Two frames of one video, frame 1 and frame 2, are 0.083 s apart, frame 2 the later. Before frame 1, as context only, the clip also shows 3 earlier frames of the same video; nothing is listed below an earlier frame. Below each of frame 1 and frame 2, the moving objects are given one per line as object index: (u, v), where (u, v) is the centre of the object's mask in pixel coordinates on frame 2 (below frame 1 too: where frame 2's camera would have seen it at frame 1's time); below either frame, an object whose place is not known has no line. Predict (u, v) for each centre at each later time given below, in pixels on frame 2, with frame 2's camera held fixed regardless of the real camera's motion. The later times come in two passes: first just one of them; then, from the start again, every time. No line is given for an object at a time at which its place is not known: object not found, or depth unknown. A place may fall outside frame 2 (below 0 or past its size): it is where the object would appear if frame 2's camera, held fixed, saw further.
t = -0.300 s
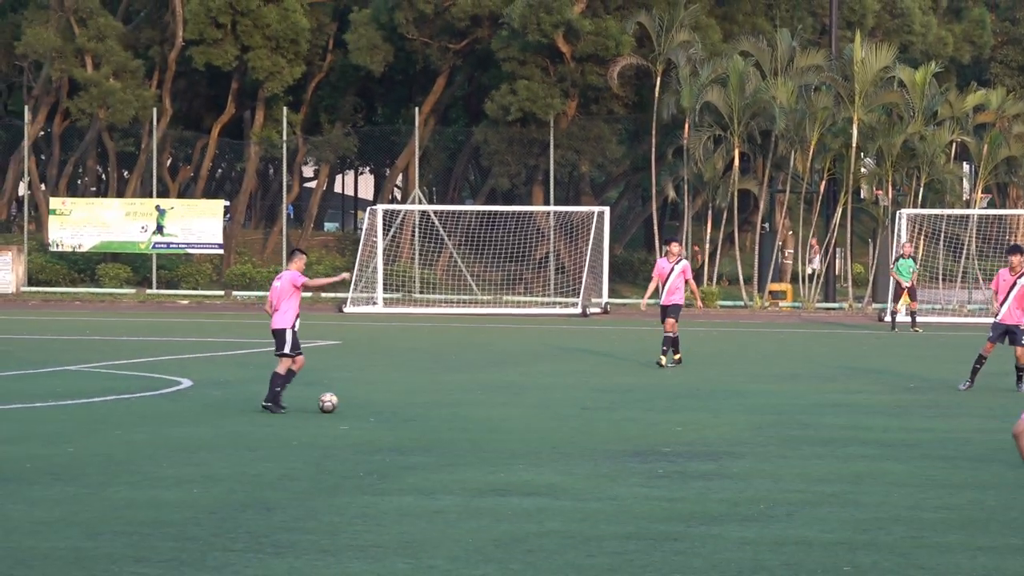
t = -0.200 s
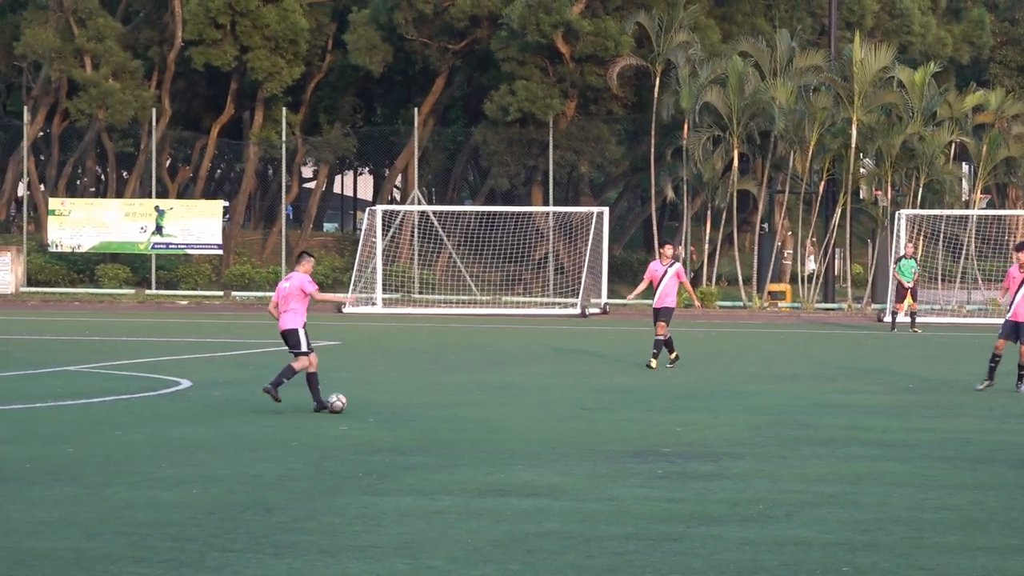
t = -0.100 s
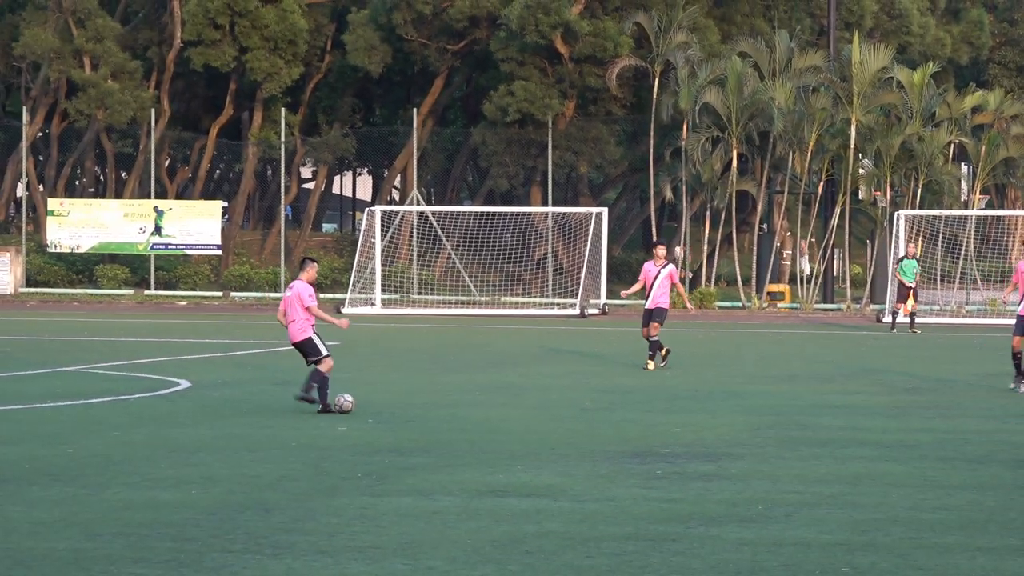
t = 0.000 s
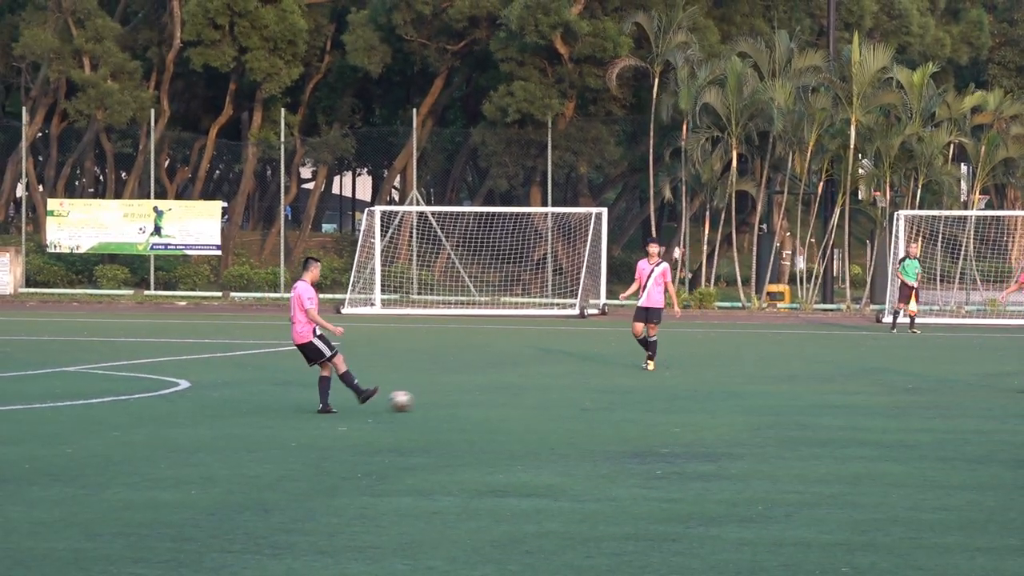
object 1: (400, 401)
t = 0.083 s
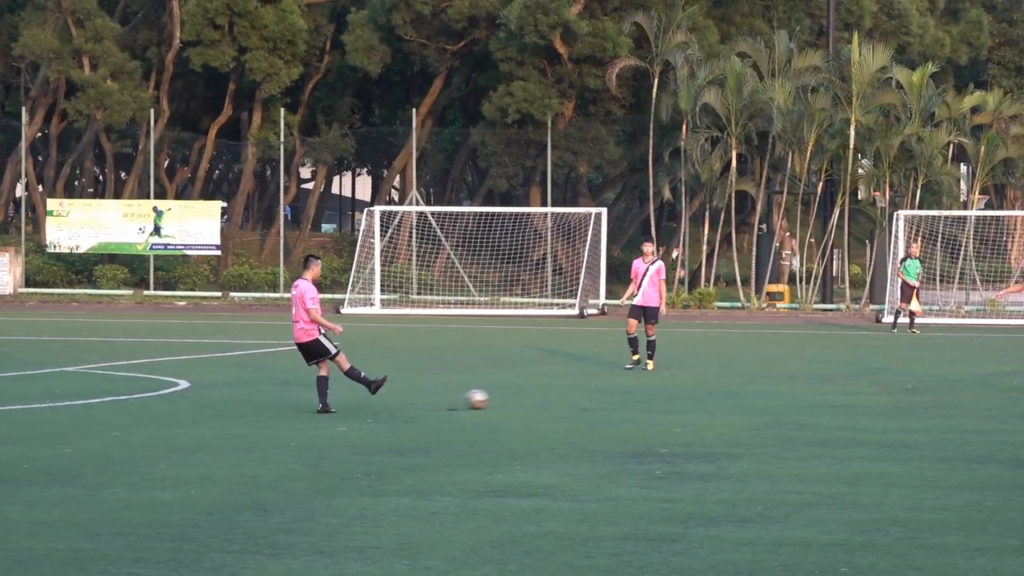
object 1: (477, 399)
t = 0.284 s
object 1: (633, 395)
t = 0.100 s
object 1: (491, 399)
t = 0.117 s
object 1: (505, 398)
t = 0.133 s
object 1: (519, 398)
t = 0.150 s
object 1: (532, 397)
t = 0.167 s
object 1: (546, 397)
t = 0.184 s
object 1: (559, 397)
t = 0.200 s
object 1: (572, 396)
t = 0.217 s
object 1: (585, 396)
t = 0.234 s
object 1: (598, 396)
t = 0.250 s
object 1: (610, 395)
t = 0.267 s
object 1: (621, 395)
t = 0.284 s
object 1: (633, 395)
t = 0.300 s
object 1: (645, 394)
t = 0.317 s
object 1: (656, 394)
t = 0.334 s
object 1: (667, 394)
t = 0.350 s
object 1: (678, 394)
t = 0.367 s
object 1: (688, 393)
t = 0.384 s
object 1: (699, 392)
